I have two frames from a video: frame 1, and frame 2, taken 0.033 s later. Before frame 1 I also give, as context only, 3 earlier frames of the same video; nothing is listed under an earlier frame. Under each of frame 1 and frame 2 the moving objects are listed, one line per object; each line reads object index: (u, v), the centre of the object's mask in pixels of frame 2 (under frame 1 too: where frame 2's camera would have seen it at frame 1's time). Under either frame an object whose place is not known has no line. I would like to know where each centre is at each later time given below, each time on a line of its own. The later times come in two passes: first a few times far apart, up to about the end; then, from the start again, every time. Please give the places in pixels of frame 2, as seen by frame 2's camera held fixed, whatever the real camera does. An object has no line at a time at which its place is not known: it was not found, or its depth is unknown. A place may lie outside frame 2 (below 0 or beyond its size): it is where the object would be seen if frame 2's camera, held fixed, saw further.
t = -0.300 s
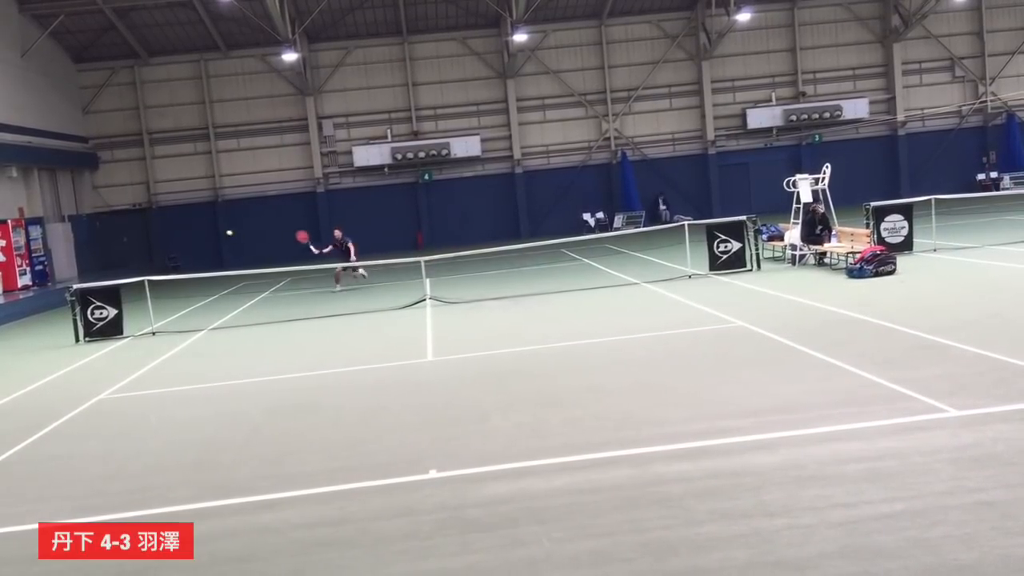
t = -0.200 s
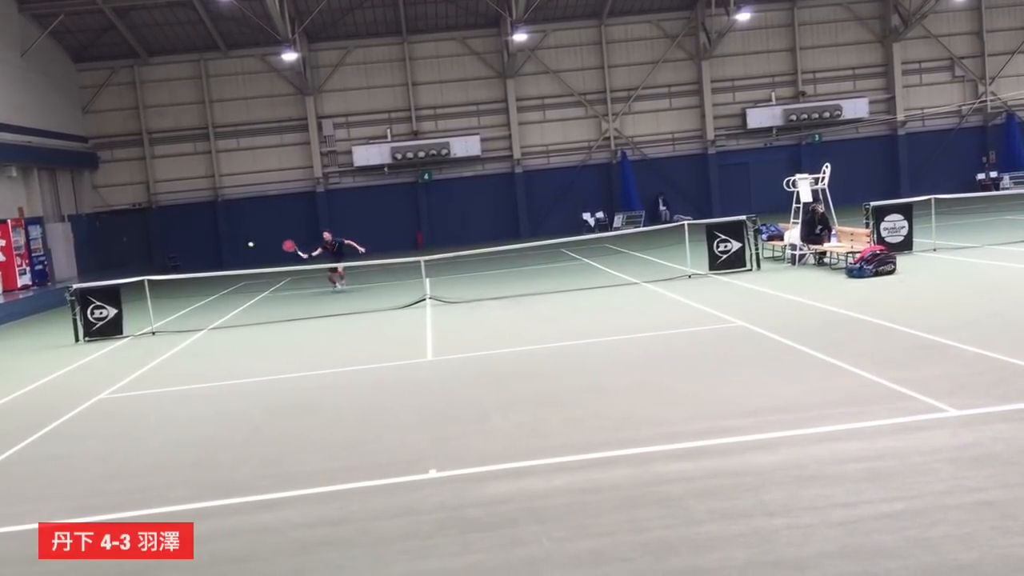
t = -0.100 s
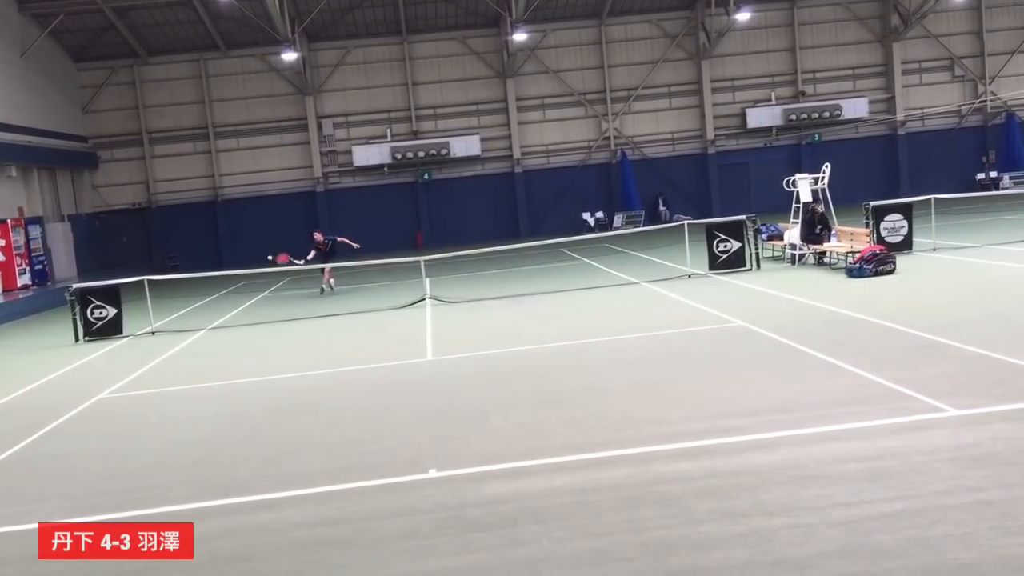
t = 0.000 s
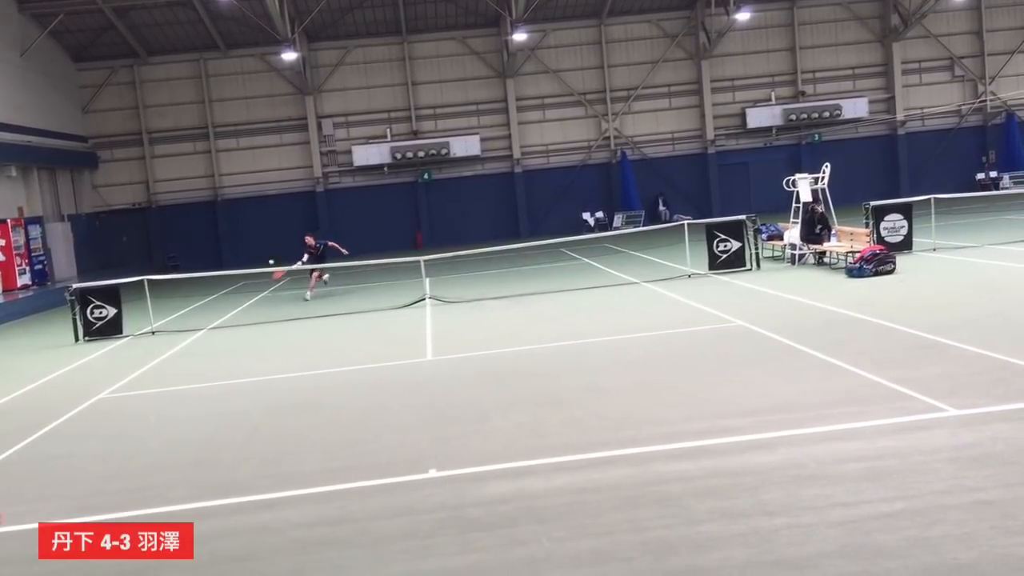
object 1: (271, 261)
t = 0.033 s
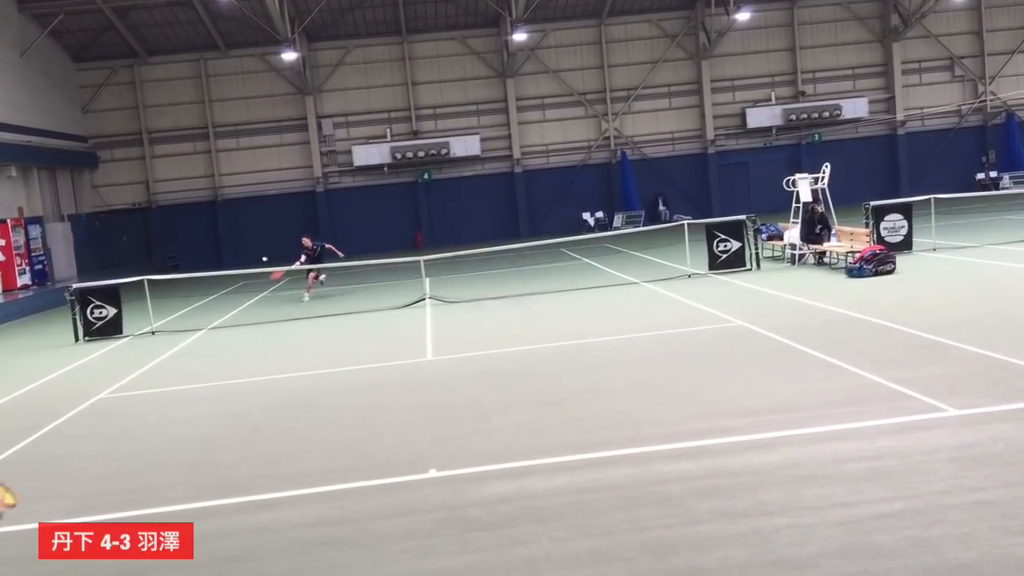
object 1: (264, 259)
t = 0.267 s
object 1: (209, 253)
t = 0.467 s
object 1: (150, 272)
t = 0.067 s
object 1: (257, 256)
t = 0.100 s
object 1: (250, 254)
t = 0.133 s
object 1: (242, 253)
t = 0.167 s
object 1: (235, 252)
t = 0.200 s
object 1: (226, 251)
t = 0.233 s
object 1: (218, 251)
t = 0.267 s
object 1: (209, 253)
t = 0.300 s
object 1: (200, 254)
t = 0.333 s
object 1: (192, 256)
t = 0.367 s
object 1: (182, 258)
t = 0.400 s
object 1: (172, 262)
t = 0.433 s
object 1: (161, 267)
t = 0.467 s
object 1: (150, 272)
